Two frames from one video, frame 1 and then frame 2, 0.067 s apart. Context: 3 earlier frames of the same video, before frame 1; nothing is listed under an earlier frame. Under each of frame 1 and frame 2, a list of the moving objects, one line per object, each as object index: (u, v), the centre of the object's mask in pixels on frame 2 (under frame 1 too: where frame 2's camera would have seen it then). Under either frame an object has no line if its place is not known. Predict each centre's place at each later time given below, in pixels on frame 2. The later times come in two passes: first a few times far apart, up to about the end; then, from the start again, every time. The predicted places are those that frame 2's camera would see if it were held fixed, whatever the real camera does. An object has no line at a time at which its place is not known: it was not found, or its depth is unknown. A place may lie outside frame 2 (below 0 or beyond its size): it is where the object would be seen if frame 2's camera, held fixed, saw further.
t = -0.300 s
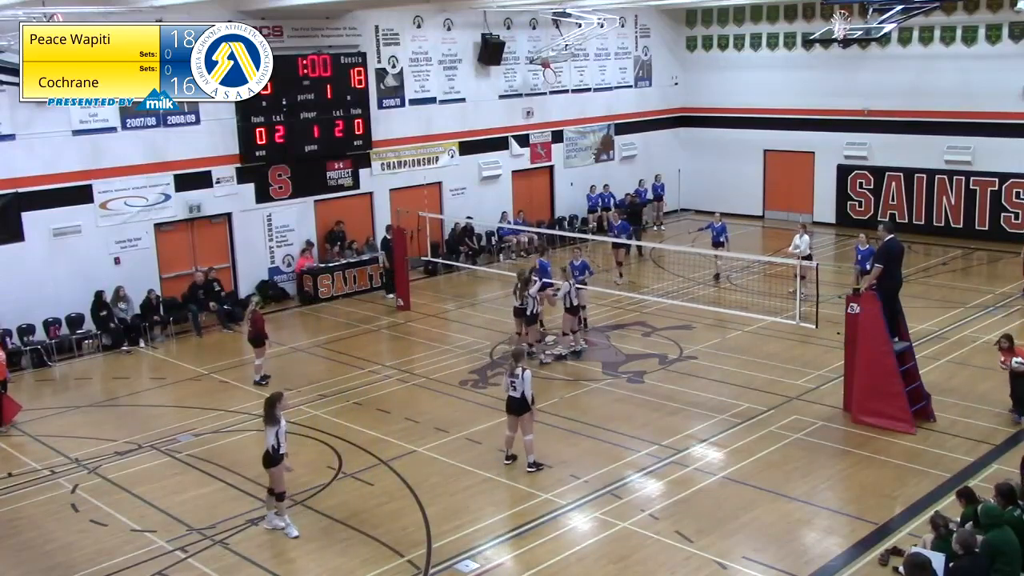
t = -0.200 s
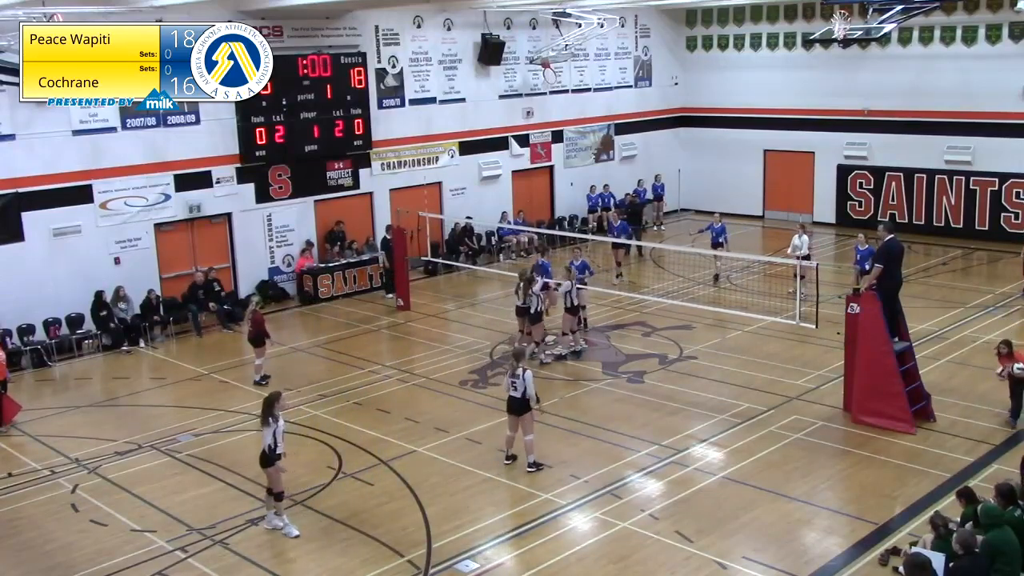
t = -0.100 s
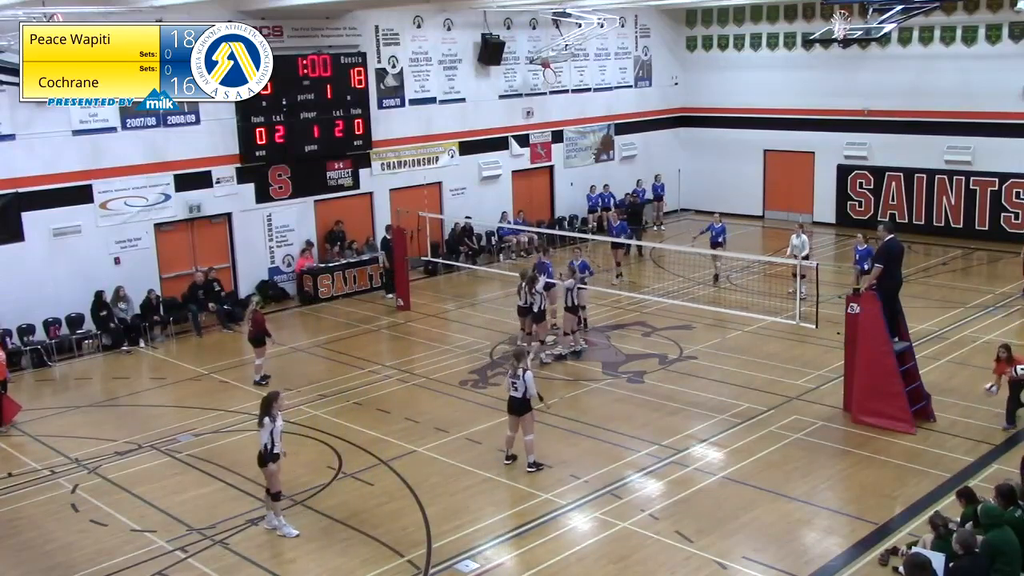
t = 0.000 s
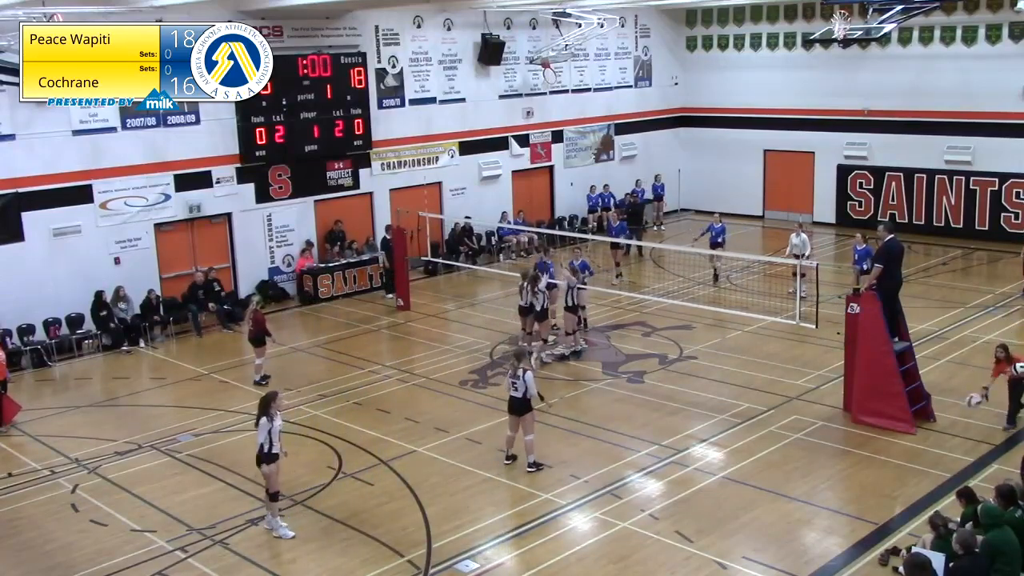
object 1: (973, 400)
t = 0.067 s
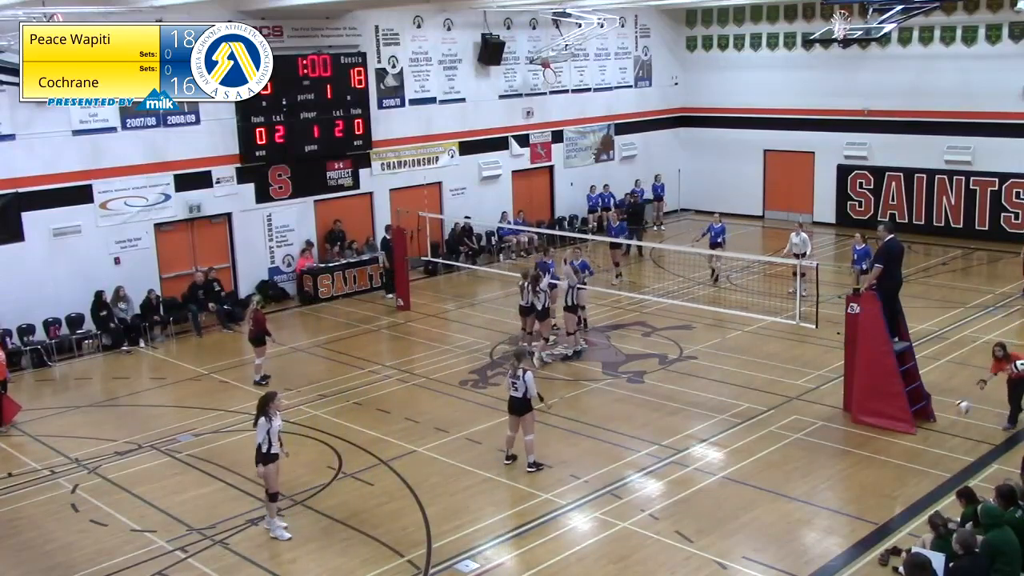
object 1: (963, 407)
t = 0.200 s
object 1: (937, 429)
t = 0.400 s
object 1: (896, 474)
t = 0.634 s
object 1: (854, 482)
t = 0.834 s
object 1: (814, 525)
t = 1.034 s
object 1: (773, 536)
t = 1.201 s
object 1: (736, 563)
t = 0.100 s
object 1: (955, 412)
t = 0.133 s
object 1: (949, 417)
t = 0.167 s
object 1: (943, 424)
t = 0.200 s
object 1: (937, 429)
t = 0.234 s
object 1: (929, 439)
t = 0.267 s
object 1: (923, 449)
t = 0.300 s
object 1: (915, 458)
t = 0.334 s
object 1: (909, 470)
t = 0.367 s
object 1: (901, 477)
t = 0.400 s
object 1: (896, 474)
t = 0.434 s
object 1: (890, 472)
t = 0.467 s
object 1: (884, 472)
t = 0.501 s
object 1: (878, 472)
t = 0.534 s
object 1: (873, 473)
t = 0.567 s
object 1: (866, 475)
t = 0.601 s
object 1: (860, 478)
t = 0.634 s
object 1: (854, 482)
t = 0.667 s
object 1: (848, 486)
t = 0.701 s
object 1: (842, 493)
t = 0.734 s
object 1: (834, 499)
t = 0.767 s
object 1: (828, 507)
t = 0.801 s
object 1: (821, 516)
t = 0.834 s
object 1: (814, 525)
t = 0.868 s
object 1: (806, 534)
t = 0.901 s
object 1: (800, 532)
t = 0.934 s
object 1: (794, 532)
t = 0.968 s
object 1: (787, 533)
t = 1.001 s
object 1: (781, 534)
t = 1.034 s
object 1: (773, 536)
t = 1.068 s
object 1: (766, 539)
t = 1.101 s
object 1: (758, 544)
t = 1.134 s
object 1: (751, 550)
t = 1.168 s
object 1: (745, 556)
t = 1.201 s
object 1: (736, 563)
